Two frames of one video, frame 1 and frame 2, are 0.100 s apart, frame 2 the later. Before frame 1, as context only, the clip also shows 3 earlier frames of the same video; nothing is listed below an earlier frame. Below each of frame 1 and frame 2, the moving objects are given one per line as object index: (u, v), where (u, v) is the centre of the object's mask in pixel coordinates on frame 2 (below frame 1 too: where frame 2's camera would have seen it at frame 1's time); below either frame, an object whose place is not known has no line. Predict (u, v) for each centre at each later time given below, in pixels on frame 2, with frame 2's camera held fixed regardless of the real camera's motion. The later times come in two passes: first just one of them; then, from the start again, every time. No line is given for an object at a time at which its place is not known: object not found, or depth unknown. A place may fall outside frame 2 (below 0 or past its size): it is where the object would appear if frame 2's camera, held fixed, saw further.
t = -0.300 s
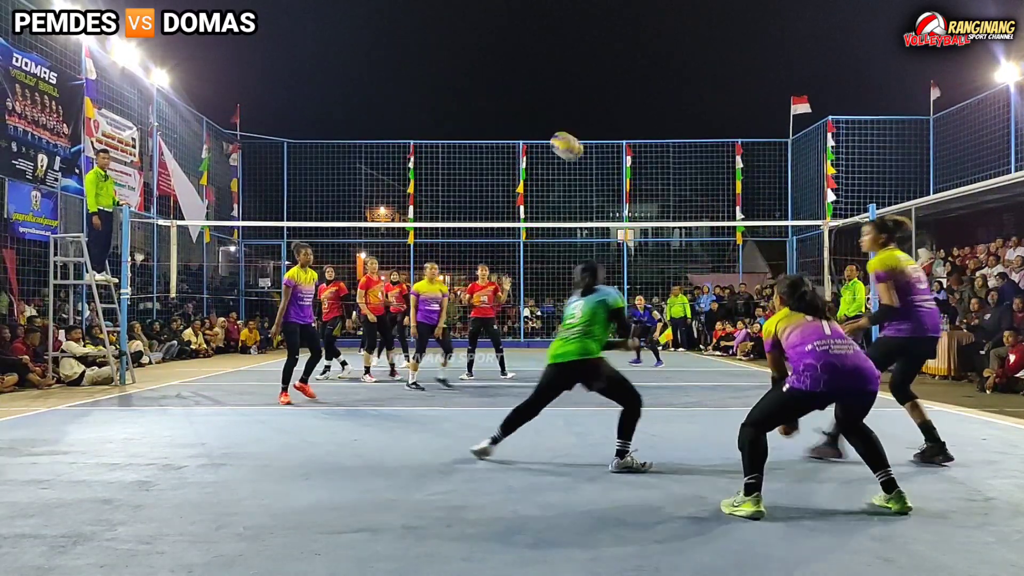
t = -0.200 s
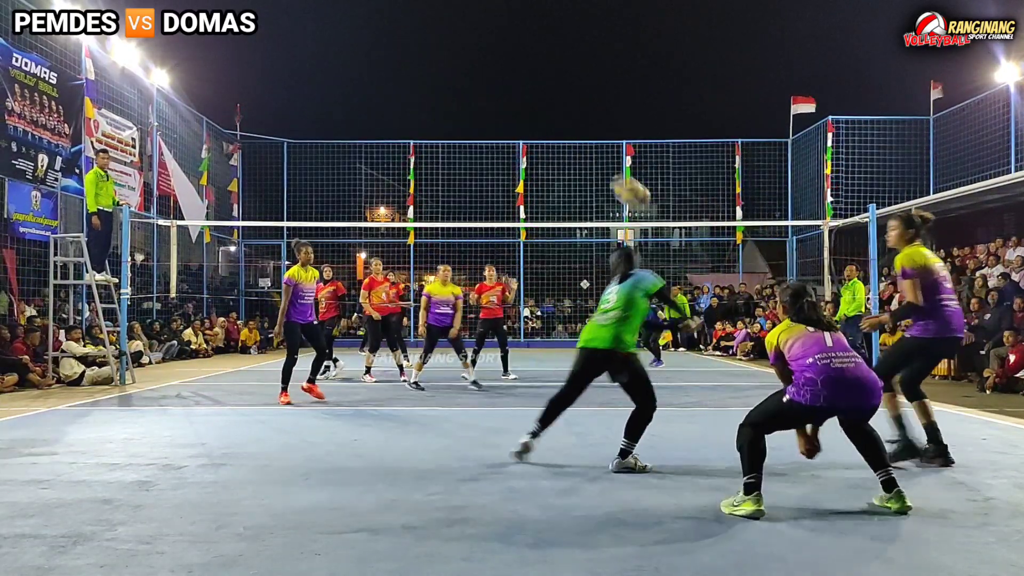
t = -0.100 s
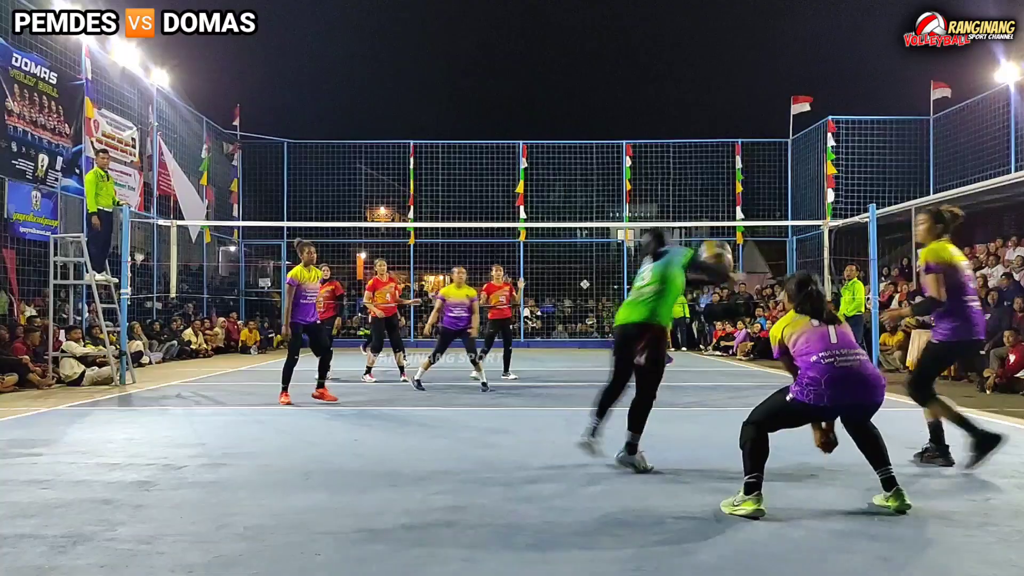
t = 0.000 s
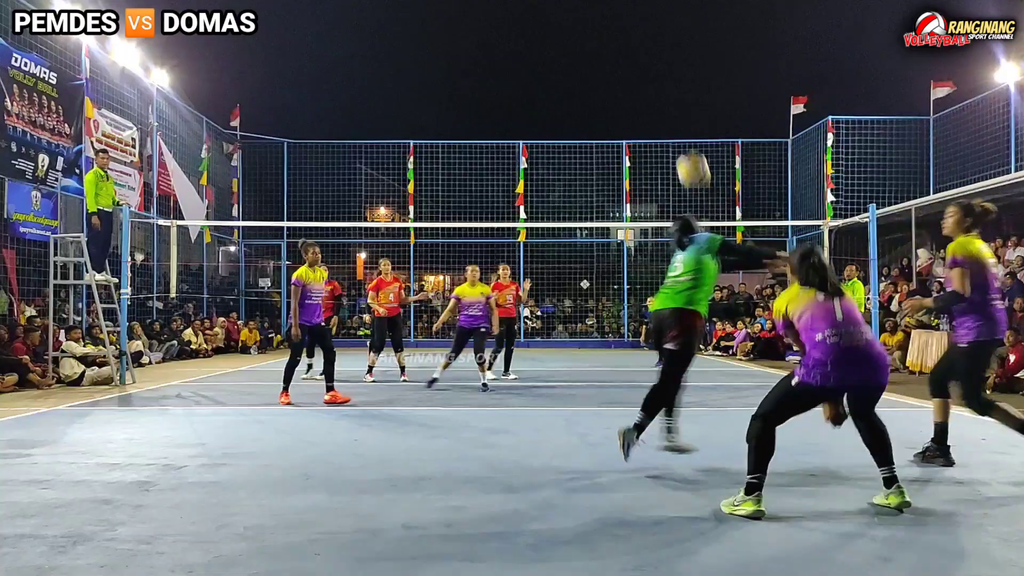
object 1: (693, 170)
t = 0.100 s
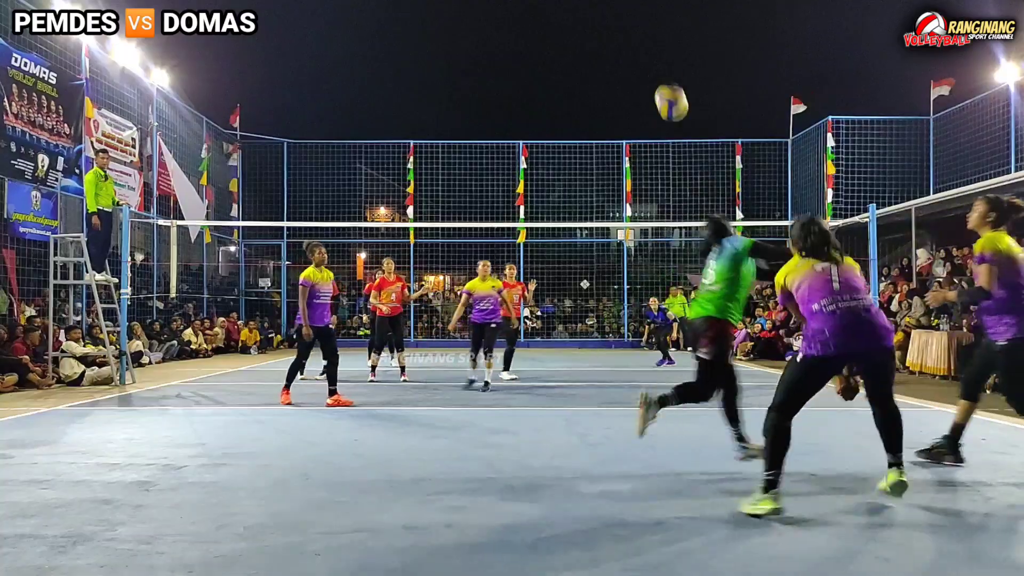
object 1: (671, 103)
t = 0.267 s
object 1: (639, 25)
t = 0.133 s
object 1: (664, 83)
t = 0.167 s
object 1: (658, 66)
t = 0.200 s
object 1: (652, 51)
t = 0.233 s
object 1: (646, 37)
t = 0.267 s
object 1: (639, 25)
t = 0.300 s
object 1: (634, 16)
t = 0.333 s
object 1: (628, 10)
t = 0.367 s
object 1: (622, 7)
